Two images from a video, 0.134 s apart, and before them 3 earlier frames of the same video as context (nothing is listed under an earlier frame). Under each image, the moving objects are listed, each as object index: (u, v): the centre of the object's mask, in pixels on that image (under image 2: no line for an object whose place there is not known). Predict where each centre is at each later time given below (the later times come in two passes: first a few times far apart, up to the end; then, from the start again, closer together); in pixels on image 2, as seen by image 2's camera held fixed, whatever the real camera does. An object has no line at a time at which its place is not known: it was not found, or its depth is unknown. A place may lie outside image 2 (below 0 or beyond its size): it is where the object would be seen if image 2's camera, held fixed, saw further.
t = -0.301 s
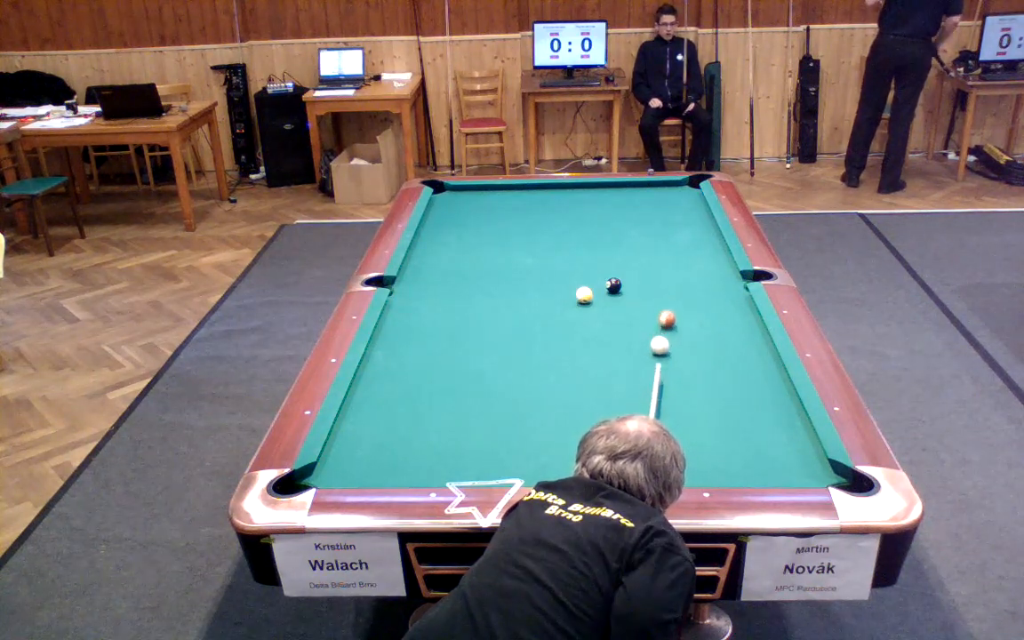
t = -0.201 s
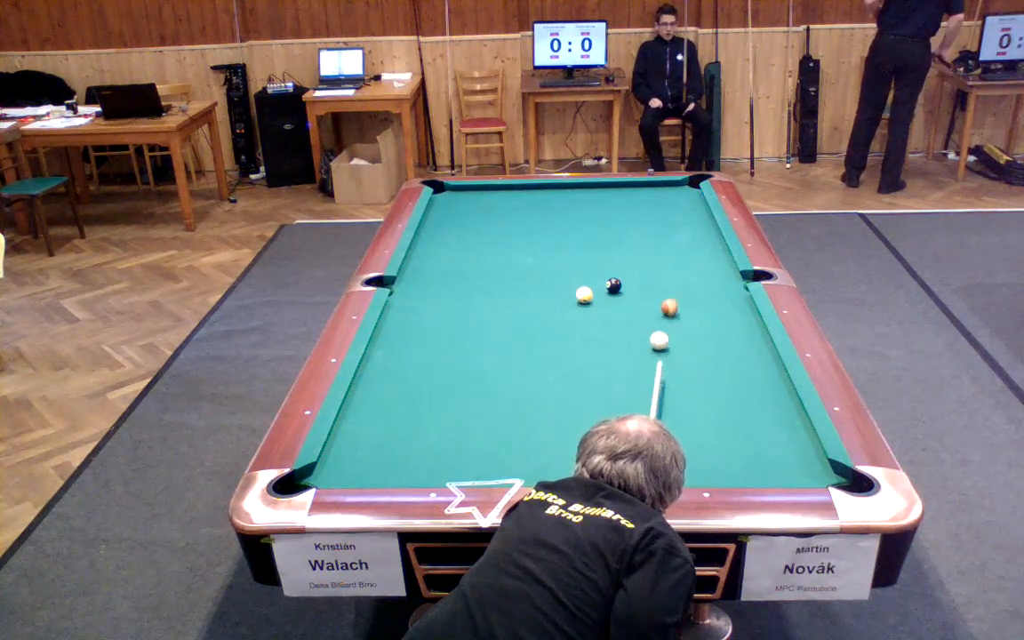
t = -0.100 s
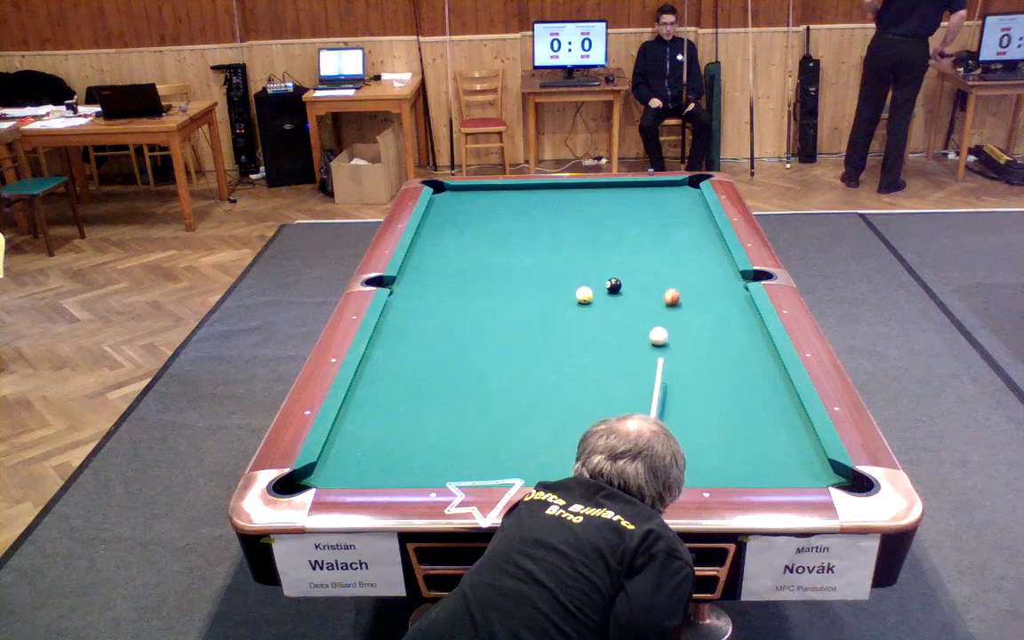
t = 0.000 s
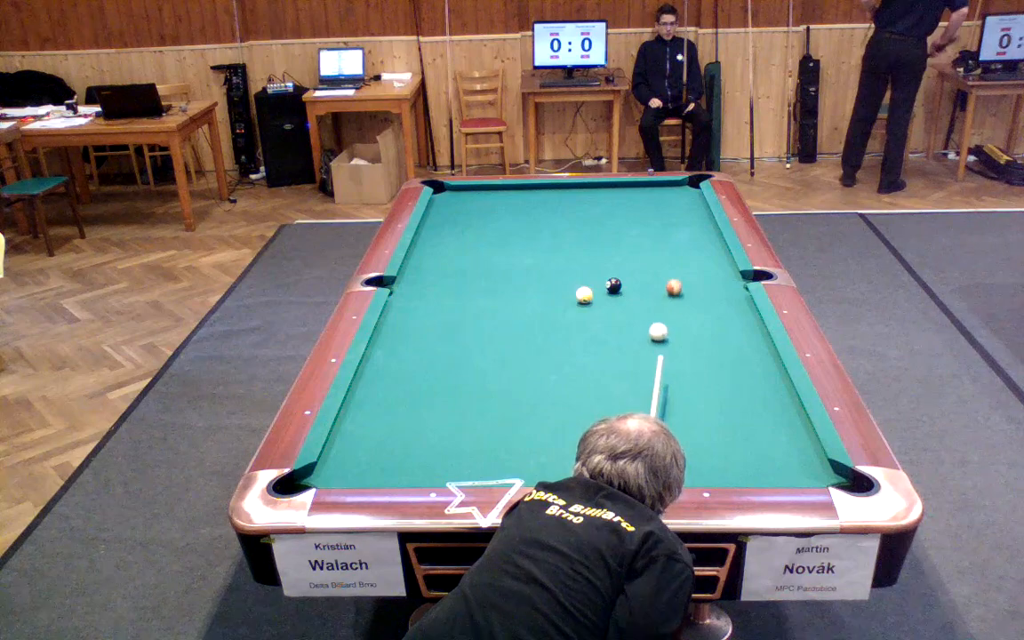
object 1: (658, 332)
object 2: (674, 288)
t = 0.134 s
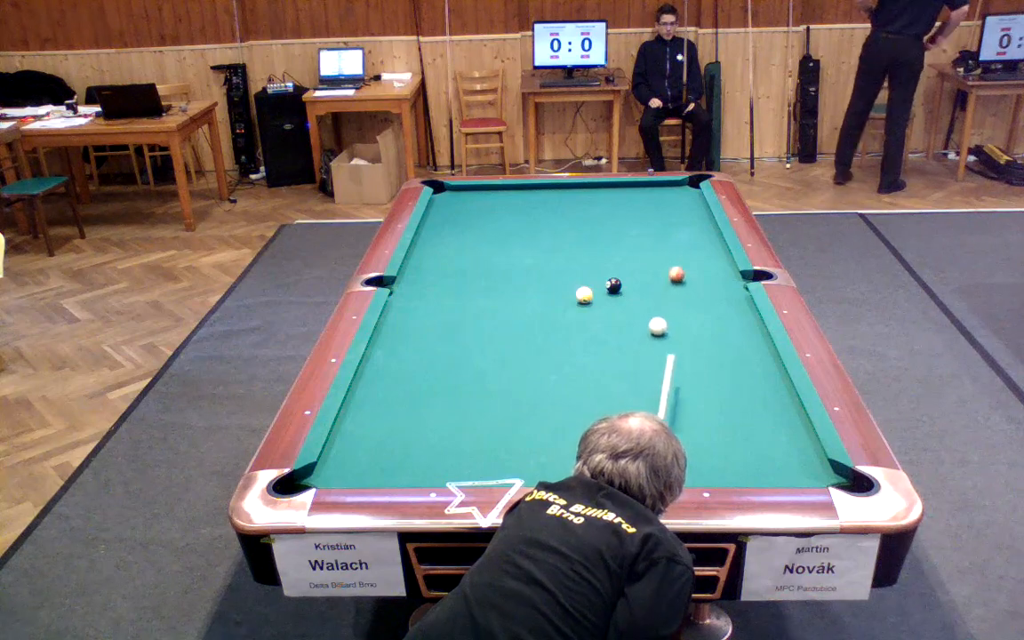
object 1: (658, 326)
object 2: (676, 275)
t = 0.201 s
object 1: (657, 323)
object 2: (678, 270)
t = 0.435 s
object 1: (656, 315)
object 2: (682, 250)
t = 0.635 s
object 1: (655, 308)
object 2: (686, 236)
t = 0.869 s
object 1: (654, 300)
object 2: (689, 220)
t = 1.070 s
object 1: (653, 294)
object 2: (691, 209)
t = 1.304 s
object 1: (650, 284)
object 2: (695, 196)
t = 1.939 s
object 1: (645, 274)
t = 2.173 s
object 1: (647, 270)
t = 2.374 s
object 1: (646, 266)
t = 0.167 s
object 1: (657, 325)
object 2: (677, 272)
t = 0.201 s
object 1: (657, 323)
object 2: (678, 270)
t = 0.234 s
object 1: (657, 322)
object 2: (679, 266)
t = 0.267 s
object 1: (657, 321)
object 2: (679, 264)
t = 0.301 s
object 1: (657, 320)
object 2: (680, 261)
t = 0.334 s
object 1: (656, 318)
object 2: (680, 258)
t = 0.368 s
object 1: (656, 317)
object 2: (681, 256)
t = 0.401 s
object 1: (656, 316)
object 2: (682, 253)
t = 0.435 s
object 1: (656, 315)
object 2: (682, 250)
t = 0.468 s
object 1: (656, 314)
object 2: (683, 248)
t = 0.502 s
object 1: (655, 312)
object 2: (683, 245)
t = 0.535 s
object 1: (655, 311)
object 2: (684, 243)
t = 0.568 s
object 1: (655, 310)
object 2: (684, 240)
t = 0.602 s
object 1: (655, 309)
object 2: (685, 238)
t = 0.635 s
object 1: (655, 308)
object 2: (686, 236)
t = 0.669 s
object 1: (654, 307)
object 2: (686, 233)
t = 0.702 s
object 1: (654, 305)
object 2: (687, 231)
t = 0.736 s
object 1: (654, 304)
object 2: (687, 229)
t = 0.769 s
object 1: (654, 303)
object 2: (688, 227)
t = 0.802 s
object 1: (654, 302)
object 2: (688, 225)
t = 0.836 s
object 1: (654, 301)
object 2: (689, 223)
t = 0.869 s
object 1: (654, 300)
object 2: (689, 220)
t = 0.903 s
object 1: (653, 299)
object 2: (689, 218)
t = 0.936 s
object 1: (653, 298)
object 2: (690, 217)
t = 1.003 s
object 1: (653, 296)
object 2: (690, 213)
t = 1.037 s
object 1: (653, 295)
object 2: (691, 211)
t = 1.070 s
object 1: (653, 294)
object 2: (691, 209)
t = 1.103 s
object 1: (653, 293)
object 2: (692, 207)
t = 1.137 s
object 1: (653, 292)
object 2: (692, 205)
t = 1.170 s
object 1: (652, 292)
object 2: (693, 203)
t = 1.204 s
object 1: (652, 290)
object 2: (693, 201)
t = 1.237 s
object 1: (651, 289)
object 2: (694, 199)
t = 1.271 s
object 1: (651, 286)
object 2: (695, 198)
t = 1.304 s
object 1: (650, 284)
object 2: (695, 196)
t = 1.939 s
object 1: (645, 274)
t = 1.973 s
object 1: (647, 273)
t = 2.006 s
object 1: (647, 272)
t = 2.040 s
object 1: (647, 272)
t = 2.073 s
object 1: (647, 271)
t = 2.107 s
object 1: (647, 271)
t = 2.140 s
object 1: (647, 270)
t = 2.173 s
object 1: (647, 270)
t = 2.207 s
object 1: (647, 269)
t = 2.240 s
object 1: (647, 269)
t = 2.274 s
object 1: (646, 268)
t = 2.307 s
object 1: (646, 268)
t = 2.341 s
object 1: (646, 267)
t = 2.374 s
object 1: (646, 266)
